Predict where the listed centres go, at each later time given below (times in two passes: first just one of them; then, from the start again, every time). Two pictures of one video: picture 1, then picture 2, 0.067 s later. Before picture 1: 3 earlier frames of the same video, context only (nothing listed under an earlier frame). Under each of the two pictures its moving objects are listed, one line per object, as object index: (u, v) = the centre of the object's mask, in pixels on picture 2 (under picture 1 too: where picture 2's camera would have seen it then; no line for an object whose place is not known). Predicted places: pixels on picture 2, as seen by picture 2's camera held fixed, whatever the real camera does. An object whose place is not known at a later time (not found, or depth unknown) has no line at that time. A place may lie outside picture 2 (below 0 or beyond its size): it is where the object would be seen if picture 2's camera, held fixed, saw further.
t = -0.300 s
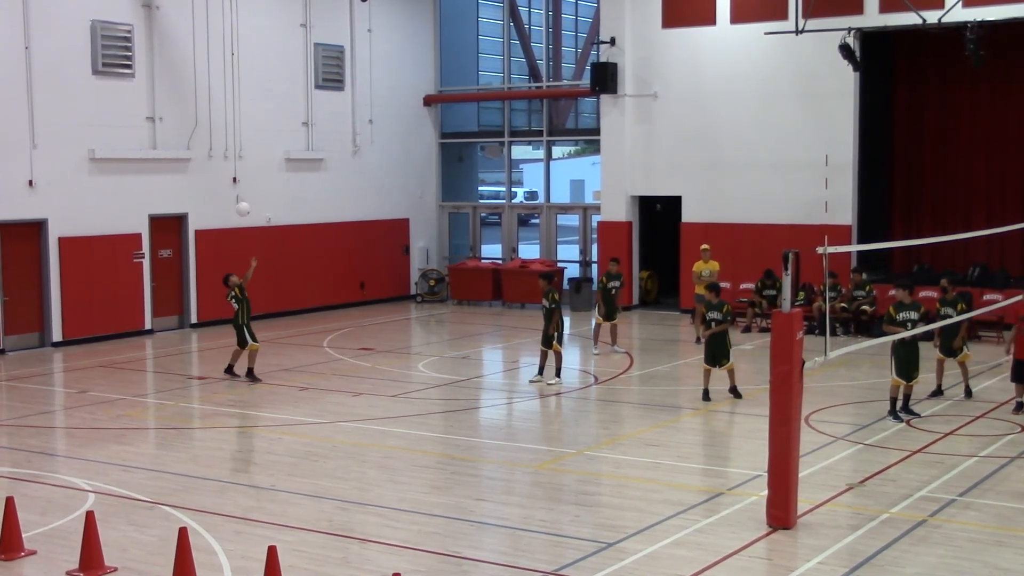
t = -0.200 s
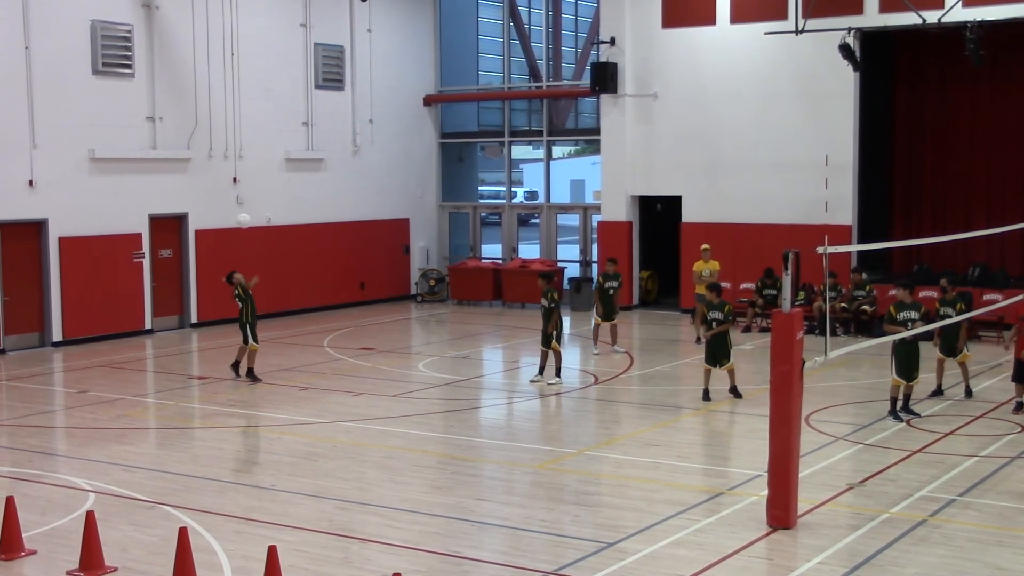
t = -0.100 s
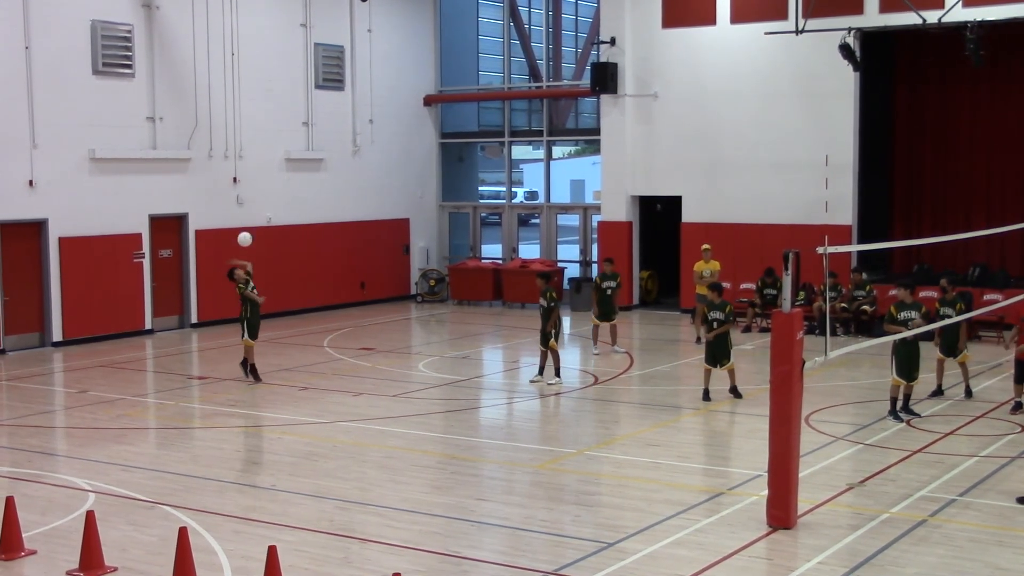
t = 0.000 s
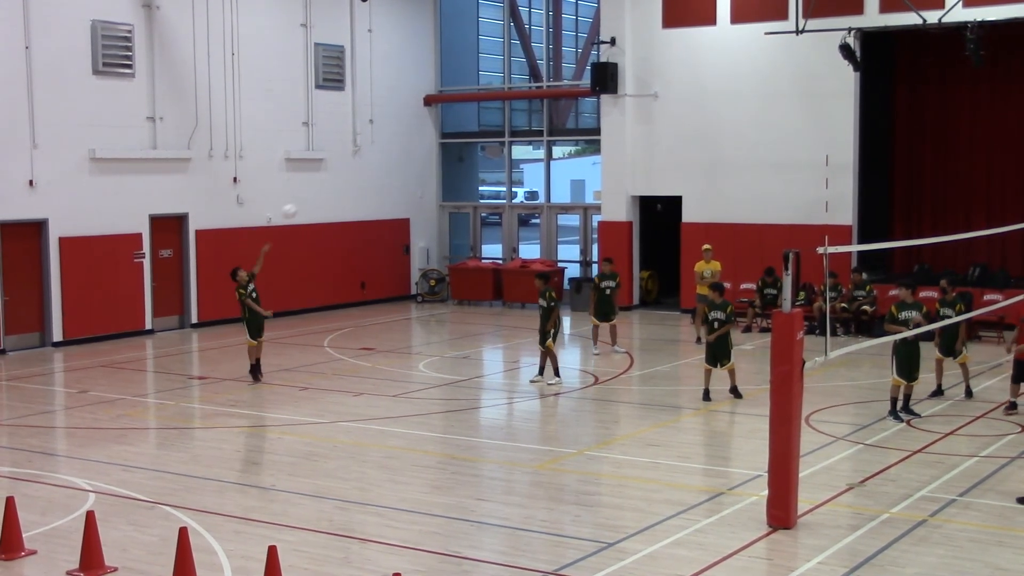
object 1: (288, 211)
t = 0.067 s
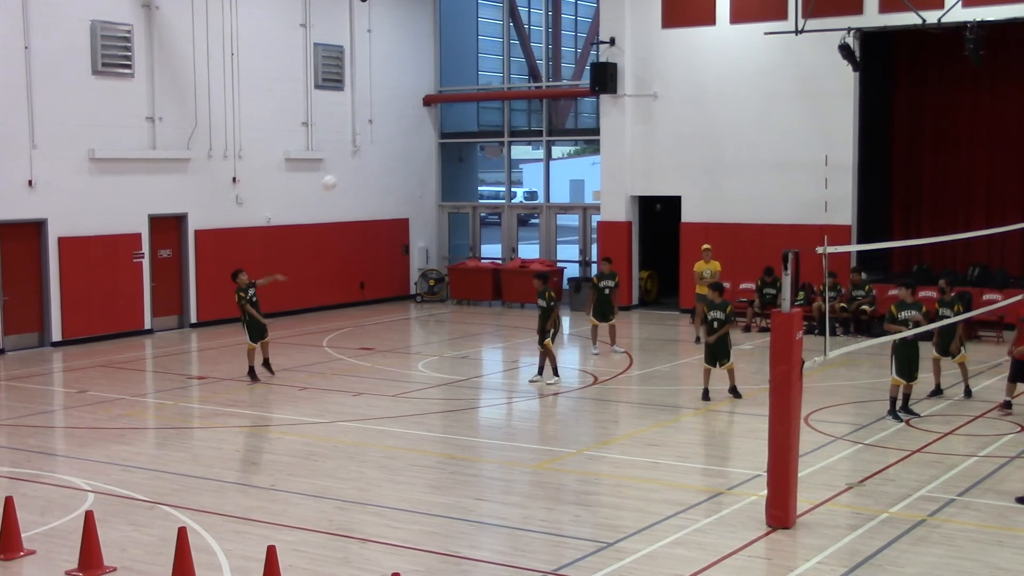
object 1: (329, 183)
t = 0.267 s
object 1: (461, 111)
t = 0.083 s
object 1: (340, 175)
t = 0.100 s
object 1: (350, 169)
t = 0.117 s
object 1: (360, 162)
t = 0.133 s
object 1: (371, 156)
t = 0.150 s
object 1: (381, 150)
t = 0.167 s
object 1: (392, 142)
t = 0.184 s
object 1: (403, 136)
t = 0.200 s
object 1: (413, 130)
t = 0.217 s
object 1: (424, 124)
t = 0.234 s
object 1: (437, 121)
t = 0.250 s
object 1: (448, 116)
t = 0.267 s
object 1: (461, 111)
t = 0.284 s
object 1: (470, 107)
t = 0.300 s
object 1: (482, 102)
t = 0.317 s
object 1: (492, 98)
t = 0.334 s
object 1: (498, 93)
